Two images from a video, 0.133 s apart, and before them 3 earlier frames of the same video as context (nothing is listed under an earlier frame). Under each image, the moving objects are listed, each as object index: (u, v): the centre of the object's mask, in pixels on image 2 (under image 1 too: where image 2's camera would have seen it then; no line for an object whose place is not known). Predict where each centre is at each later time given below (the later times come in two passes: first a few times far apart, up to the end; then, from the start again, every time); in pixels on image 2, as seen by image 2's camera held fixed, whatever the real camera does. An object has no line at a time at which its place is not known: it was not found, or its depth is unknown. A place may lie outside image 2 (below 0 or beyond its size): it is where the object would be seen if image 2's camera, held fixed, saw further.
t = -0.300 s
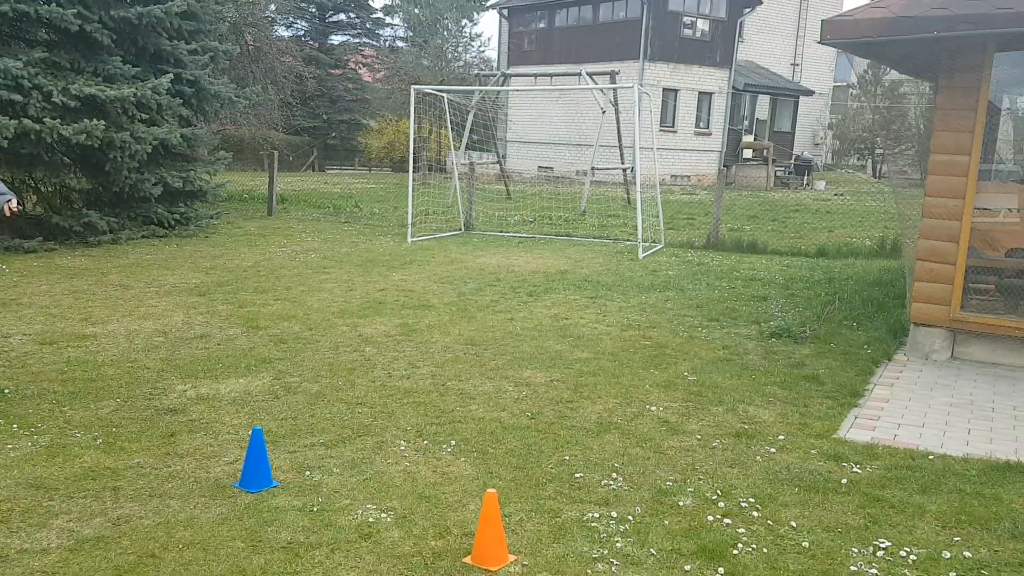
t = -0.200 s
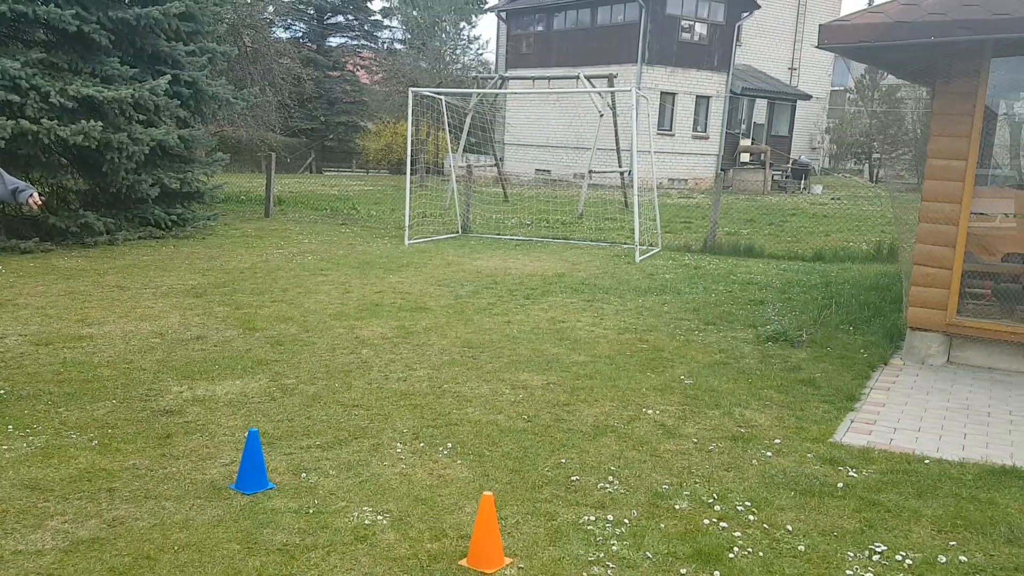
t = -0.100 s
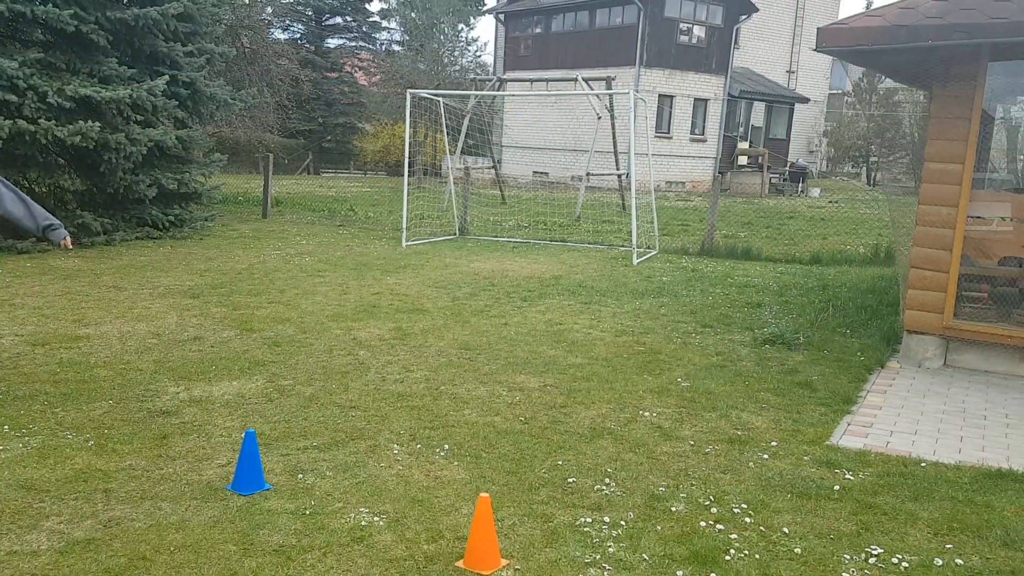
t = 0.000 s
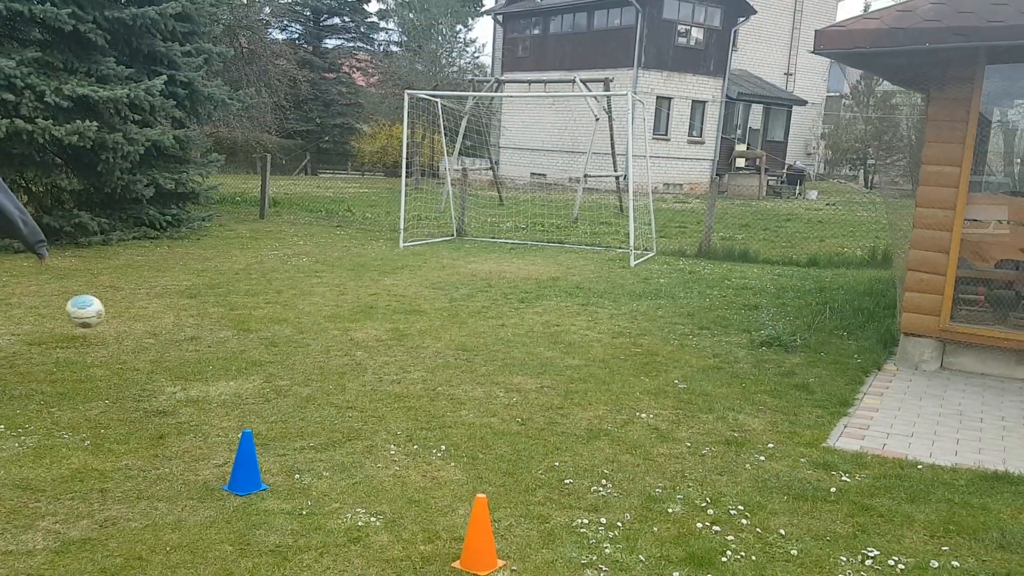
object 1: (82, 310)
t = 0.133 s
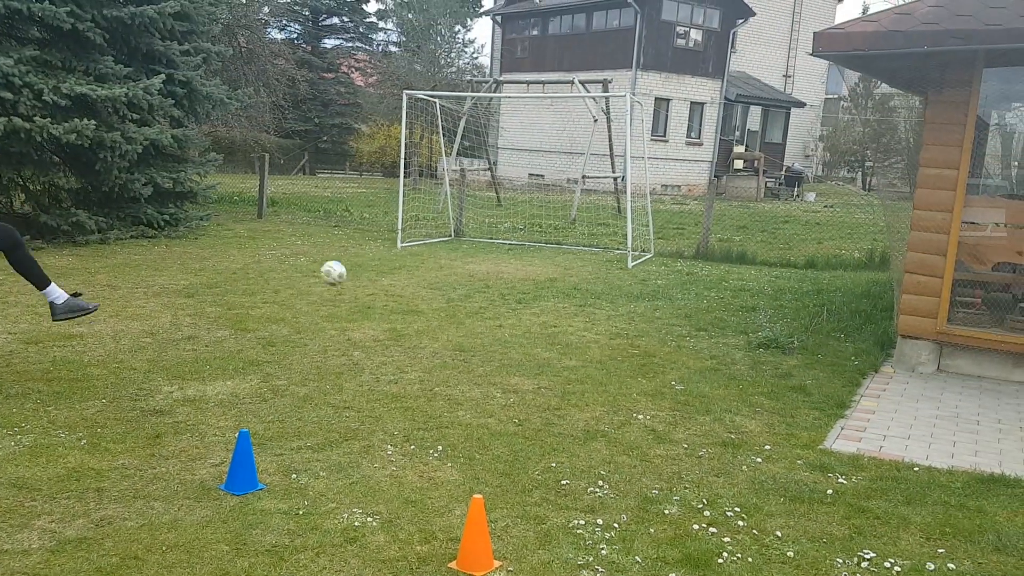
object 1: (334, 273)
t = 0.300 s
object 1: (504, 262)
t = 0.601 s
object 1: (593, 231)
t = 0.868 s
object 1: (562, 244)
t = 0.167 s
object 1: (377, 269)
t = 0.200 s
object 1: (414, 268)
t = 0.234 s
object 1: (449, 267)
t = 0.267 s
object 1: (478, 267)
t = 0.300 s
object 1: (504, 262)
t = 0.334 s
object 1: (528, 258)
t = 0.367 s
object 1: (548, 252)
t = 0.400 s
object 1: (567, 247)
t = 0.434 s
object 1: (584, 243)
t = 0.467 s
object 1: (601, 241)
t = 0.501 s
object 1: (603, 236)
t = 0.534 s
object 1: (600, 235)
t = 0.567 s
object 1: (596, 232)
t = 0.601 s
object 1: (593, 231)
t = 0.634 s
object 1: (589, 232)
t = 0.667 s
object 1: (585, 232)
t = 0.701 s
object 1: (581, 235)
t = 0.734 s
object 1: (577, 237)
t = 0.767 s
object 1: (572, 241)
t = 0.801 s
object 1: (568, 245)
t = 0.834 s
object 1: (564, 248)
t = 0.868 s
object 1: (562, 244)
